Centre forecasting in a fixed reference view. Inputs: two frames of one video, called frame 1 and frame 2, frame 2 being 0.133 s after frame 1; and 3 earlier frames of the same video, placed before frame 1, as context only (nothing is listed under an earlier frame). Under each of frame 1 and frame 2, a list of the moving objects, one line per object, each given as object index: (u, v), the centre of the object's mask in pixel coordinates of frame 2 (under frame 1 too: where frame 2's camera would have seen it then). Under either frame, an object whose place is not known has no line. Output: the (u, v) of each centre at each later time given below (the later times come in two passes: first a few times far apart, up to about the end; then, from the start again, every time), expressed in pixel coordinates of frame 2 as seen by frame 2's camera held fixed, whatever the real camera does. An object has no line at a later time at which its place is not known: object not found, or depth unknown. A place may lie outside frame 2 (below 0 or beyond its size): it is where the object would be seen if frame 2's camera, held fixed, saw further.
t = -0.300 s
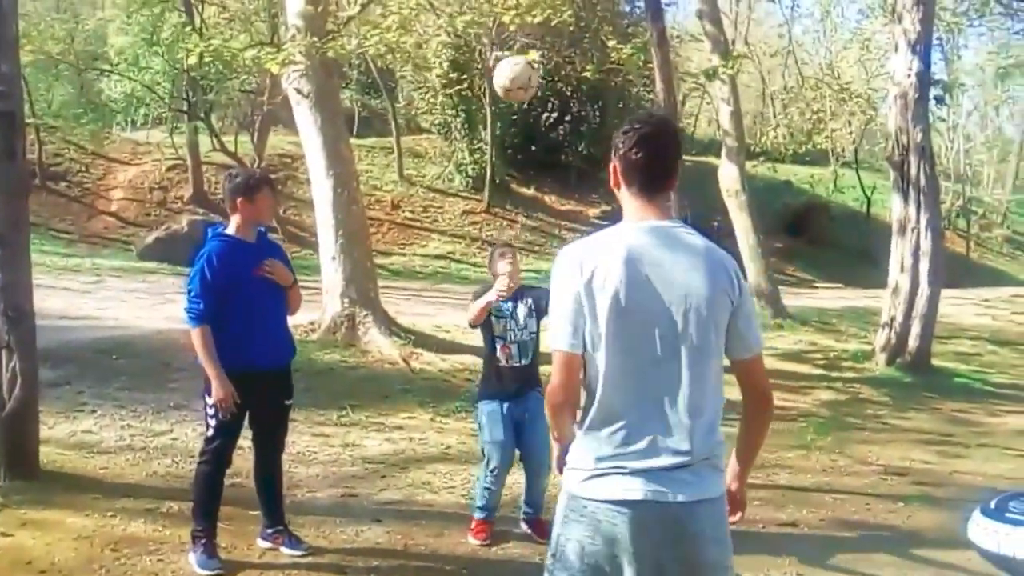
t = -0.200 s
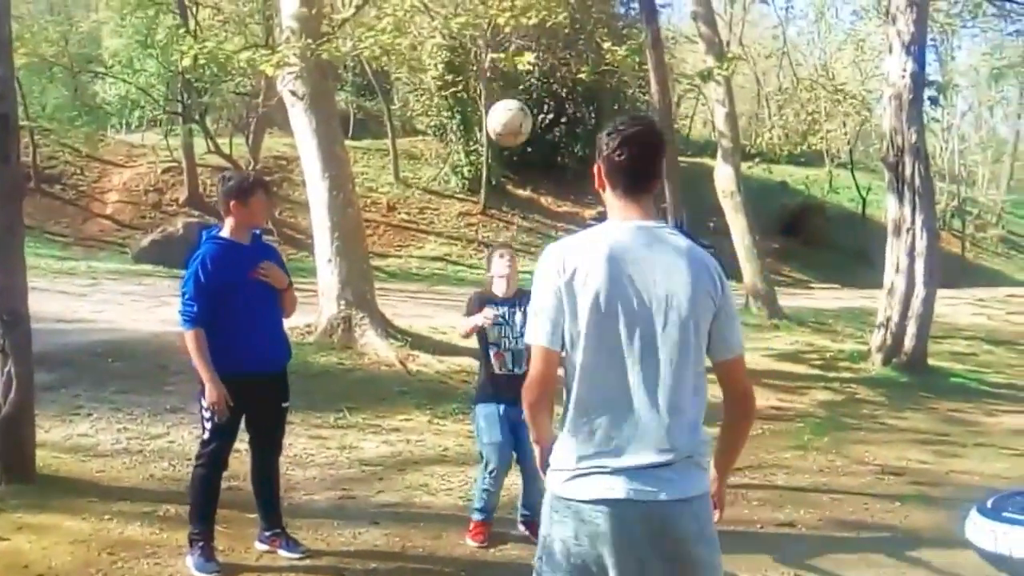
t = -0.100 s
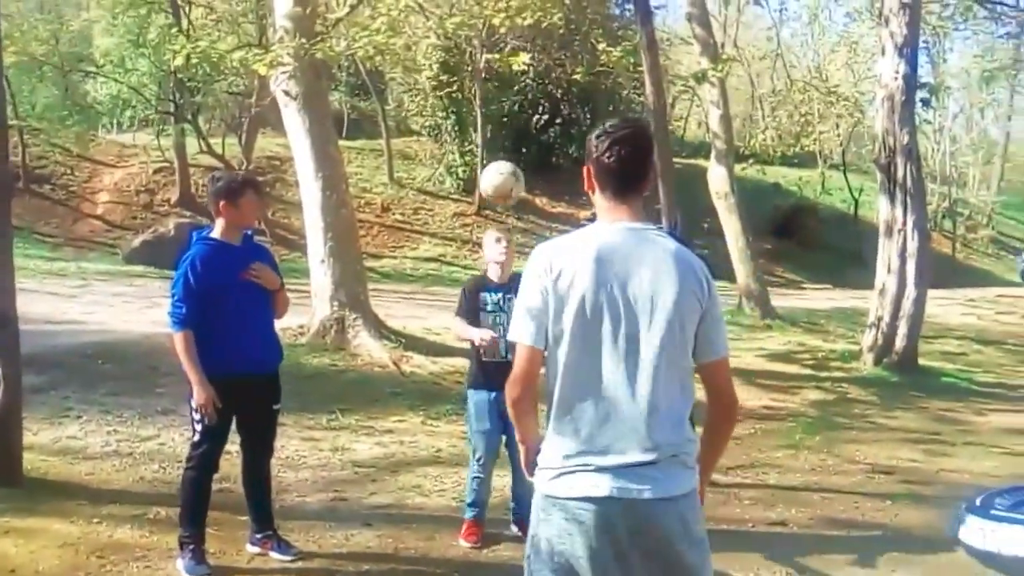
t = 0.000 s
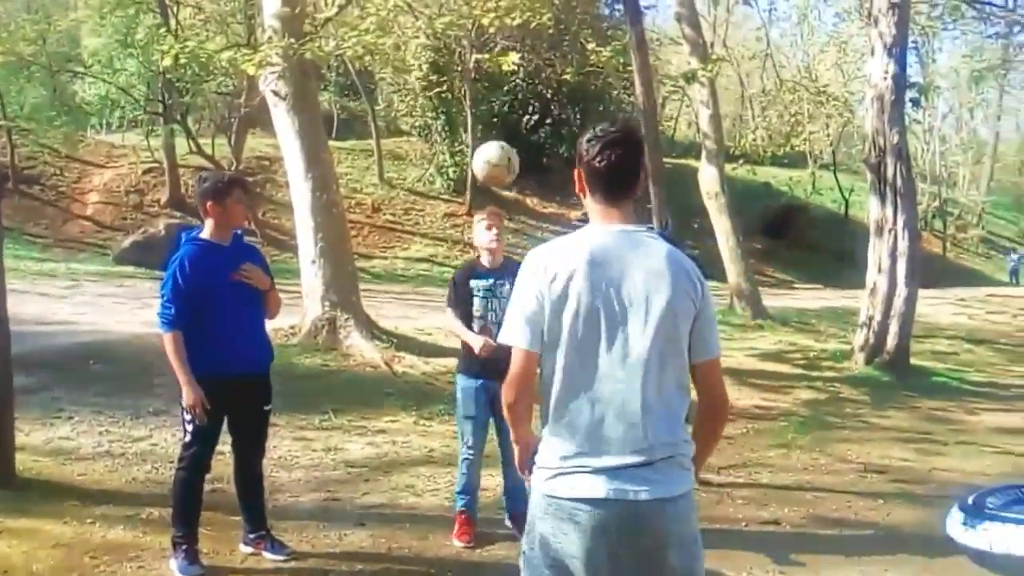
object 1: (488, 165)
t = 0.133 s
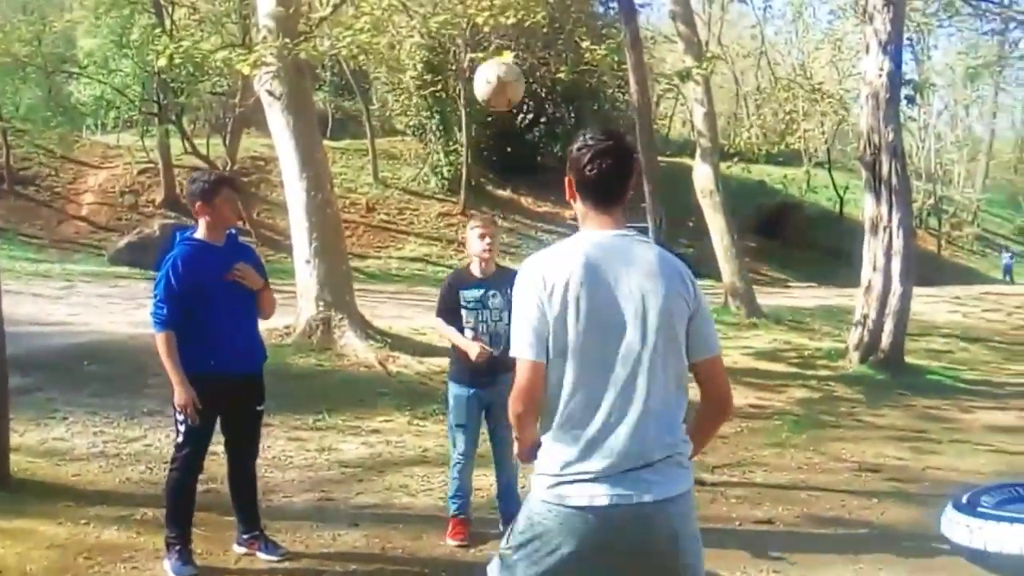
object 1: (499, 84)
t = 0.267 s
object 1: (508, 35)
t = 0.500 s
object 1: (535, 44)
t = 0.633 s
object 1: (552, 146)
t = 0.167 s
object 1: (501, 70)
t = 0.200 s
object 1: (504, 56)
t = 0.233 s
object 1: (505, 45)
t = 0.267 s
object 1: (508, 35)
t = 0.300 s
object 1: (511, 32)
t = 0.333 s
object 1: (514, 27)
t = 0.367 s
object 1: (516, 27)
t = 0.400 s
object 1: (520, 26)
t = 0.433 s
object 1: (525, 27)
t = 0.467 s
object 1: (530, 32)
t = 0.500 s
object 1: (535, 44)
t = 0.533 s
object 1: (540, 61)
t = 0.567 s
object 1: (544, 83)
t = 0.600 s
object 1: (548, 111)
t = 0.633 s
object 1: (552, 146)
